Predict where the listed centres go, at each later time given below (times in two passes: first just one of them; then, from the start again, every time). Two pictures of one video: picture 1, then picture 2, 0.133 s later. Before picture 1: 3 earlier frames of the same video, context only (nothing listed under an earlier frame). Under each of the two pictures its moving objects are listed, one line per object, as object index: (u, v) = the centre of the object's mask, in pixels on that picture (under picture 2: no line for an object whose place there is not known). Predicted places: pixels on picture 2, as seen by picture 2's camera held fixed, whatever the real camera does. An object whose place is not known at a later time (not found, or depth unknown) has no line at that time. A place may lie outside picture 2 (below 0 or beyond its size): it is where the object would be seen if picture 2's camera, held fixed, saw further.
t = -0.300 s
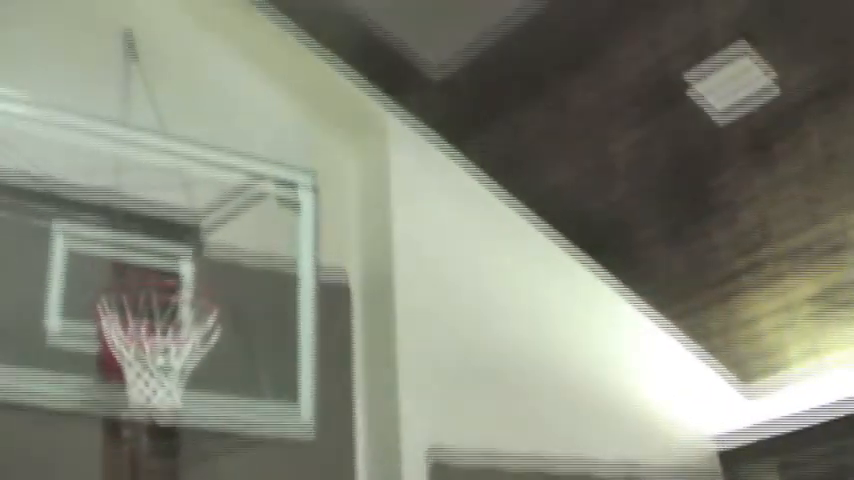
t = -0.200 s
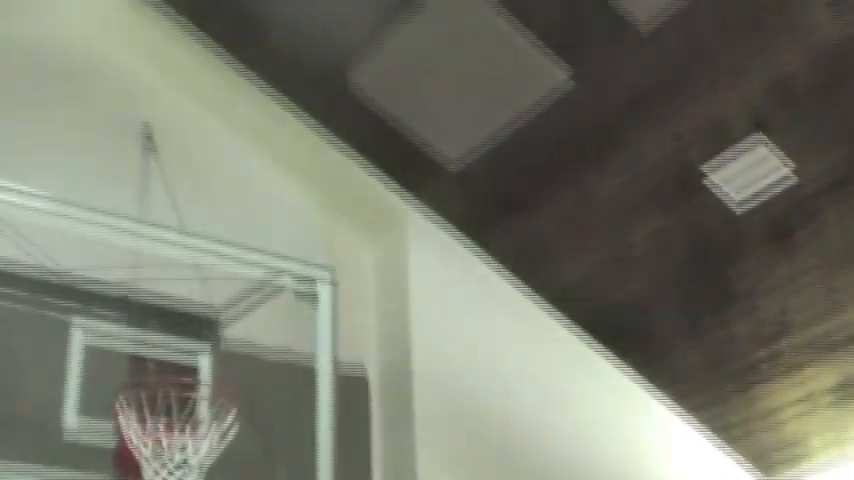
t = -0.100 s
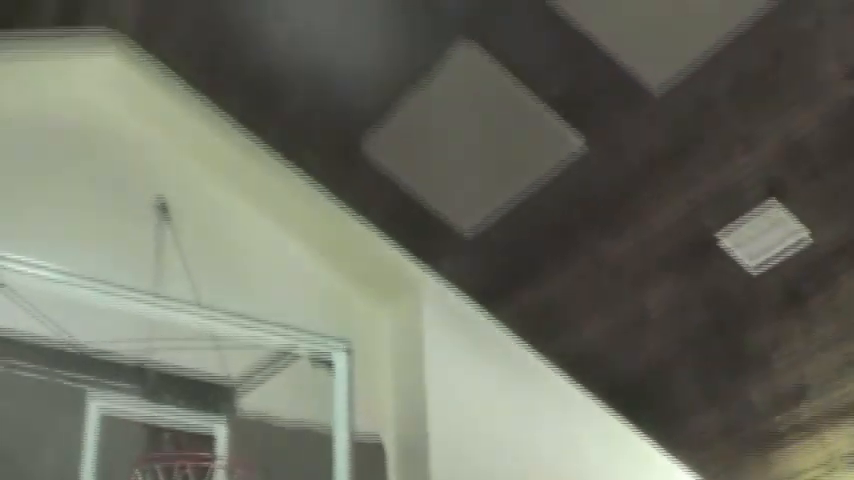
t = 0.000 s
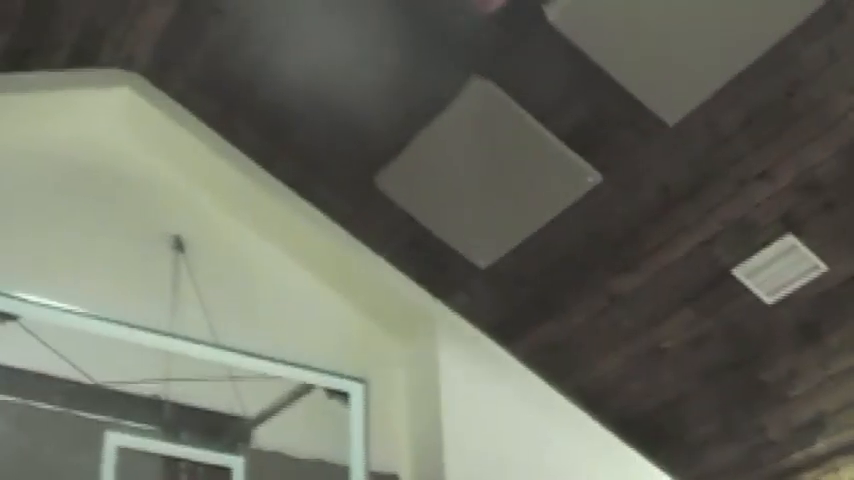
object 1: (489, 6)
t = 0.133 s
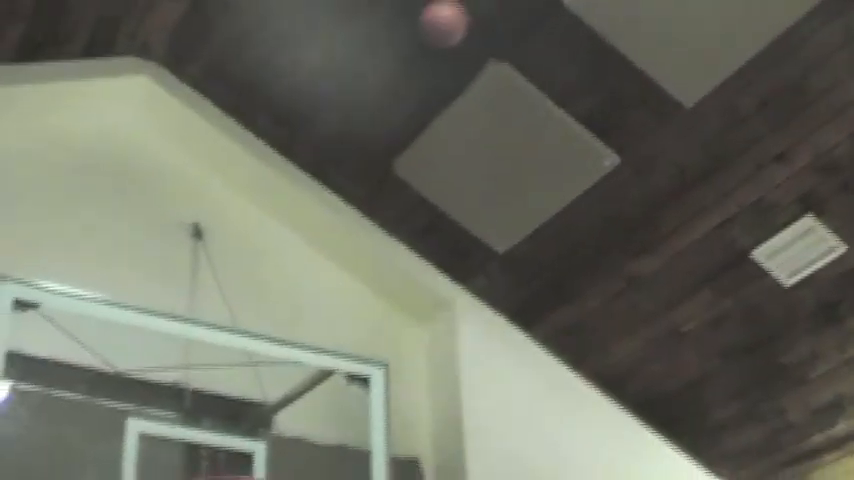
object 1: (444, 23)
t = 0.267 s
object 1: (382, 108)
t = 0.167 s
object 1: (429, 41)
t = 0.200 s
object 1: (414, 60)
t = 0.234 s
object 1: (398, 83)
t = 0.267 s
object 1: (382, 108)
